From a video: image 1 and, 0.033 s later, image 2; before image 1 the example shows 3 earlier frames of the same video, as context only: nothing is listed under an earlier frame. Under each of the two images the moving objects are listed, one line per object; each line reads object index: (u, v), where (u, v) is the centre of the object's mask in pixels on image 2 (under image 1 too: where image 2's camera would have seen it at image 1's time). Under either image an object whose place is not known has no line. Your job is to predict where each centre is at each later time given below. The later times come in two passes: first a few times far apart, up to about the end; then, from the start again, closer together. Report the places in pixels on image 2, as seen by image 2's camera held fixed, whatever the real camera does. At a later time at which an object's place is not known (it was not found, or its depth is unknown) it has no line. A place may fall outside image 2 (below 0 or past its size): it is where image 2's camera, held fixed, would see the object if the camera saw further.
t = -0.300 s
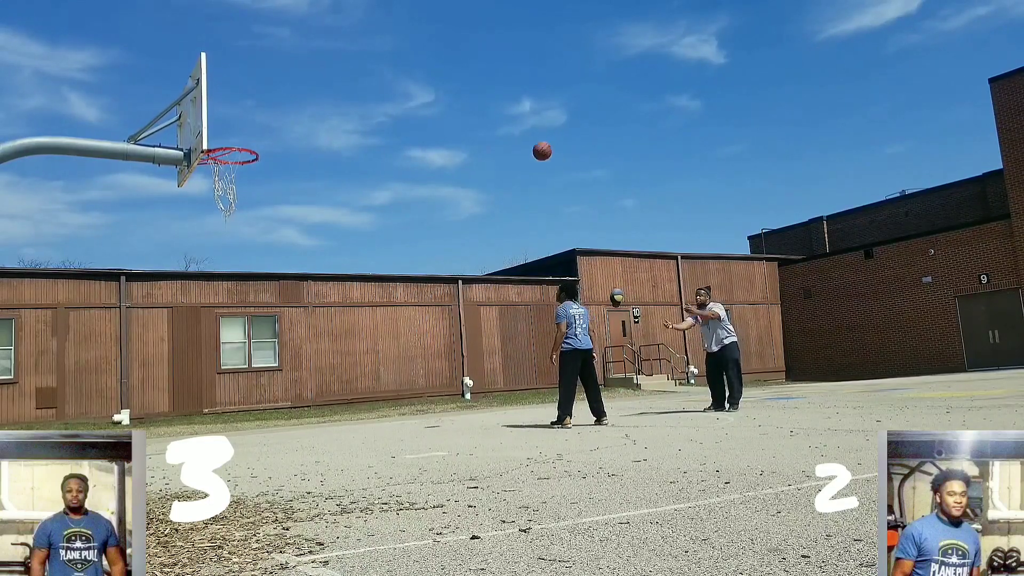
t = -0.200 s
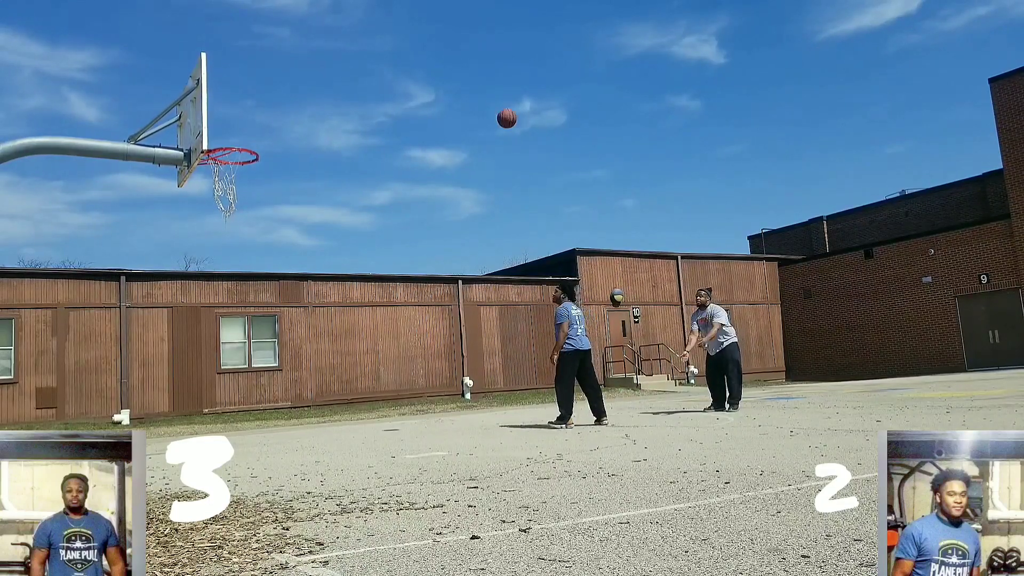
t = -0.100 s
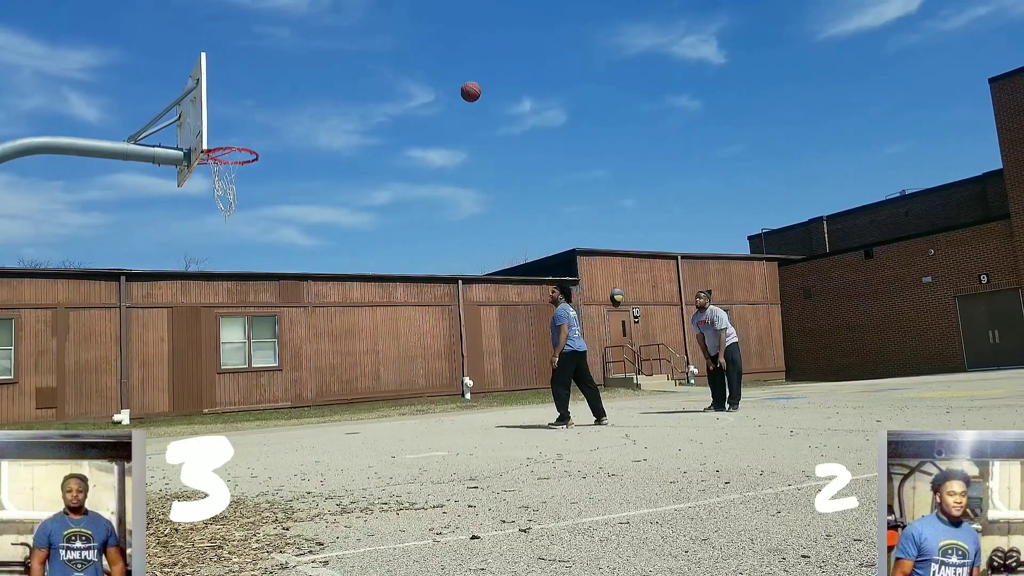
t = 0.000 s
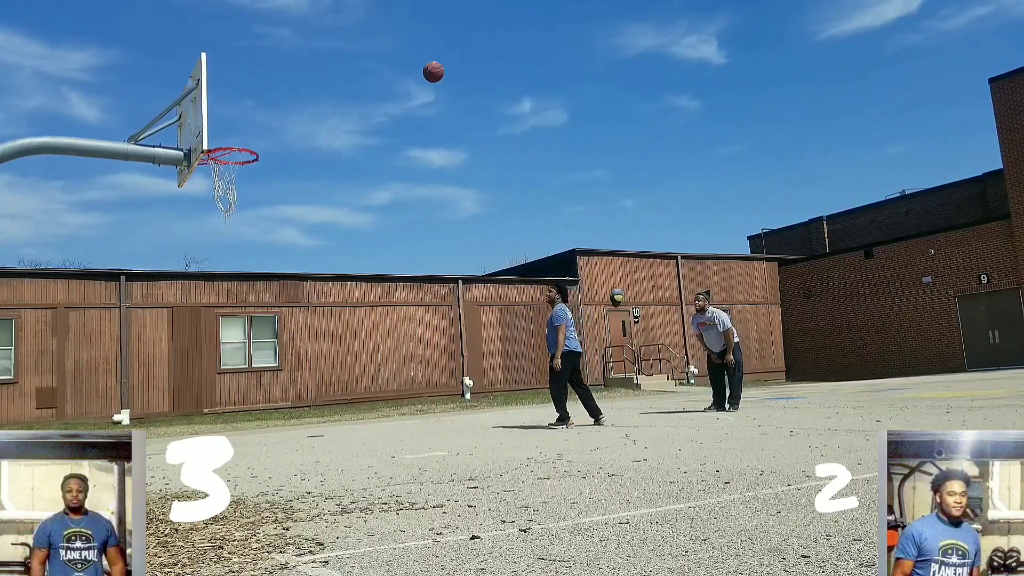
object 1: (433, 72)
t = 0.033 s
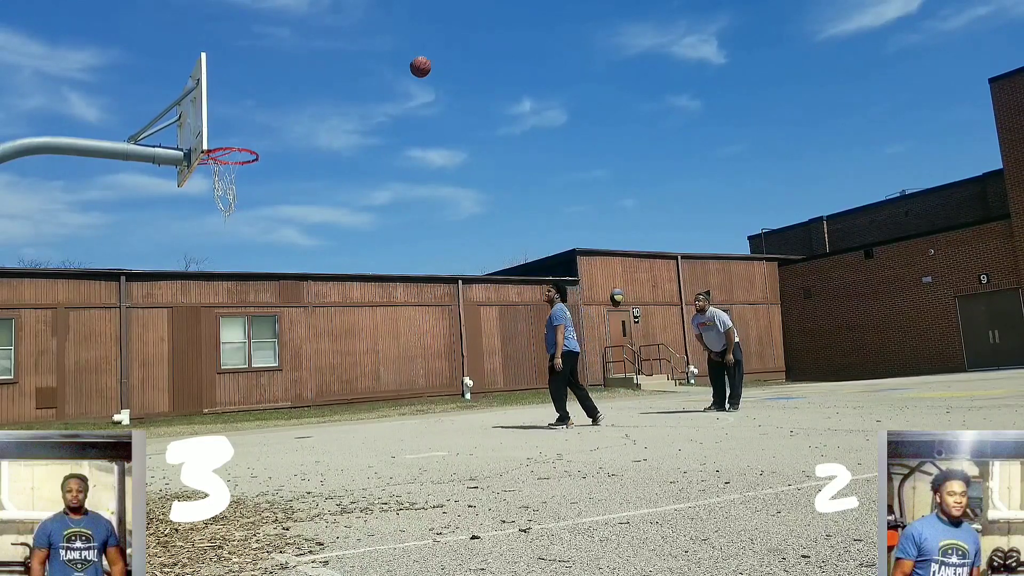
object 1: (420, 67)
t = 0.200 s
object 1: (353, 53)
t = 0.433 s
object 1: (246, 76)
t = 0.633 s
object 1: (260, 129)
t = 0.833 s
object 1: (341, 210)
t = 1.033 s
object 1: (416, 322)
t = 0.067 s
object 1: (407, 62)
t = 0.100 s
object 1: (394, 59)
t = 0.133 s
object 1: (381, 56)
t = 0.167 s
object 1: (367, 54)
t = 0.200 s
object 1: (353, 53)
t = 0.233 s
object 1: (338, 53)
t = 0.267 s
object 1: (324, 54)
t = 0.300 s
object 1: (309, 56)
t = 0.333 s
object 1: (293, 59)
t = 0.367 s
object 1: (278, 63)
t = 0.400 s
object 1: (262, 69)
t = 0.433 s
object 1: (246, 76)
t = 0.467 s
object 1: (229, 84)
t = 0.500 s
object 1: (215, 93)
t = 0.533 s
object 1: (218, 101)
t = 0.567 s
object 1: (232, 109)
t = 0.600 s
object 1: (246, 118)
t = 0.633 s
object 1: (260, 129)
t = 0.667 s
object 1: (274, 140)
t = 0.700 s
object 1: (288, 152)
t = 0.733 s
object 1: (301, 165)
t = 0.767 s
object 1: (315, 180)
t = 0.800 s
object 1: (328, 194)
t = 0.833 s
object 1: (341, 210)
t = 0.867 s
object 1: (354, 227)
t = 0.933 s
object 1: (378, 262)
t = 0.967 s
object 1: (391, 281)
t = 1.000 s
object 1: (403, 301)
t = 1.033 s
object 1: (416, 322)
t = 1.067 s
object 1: (428, 343)
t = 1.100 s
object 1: (440, 366)
